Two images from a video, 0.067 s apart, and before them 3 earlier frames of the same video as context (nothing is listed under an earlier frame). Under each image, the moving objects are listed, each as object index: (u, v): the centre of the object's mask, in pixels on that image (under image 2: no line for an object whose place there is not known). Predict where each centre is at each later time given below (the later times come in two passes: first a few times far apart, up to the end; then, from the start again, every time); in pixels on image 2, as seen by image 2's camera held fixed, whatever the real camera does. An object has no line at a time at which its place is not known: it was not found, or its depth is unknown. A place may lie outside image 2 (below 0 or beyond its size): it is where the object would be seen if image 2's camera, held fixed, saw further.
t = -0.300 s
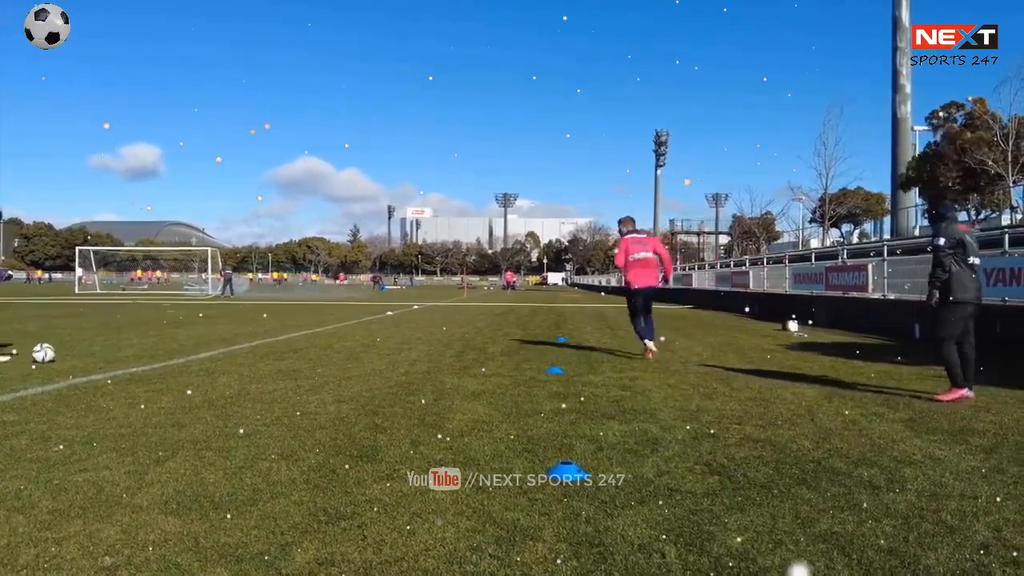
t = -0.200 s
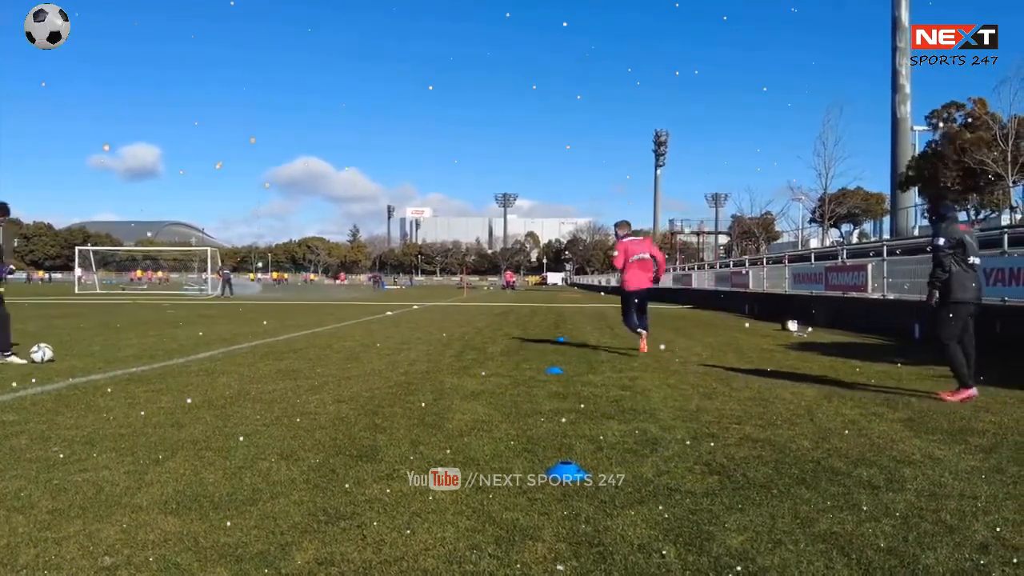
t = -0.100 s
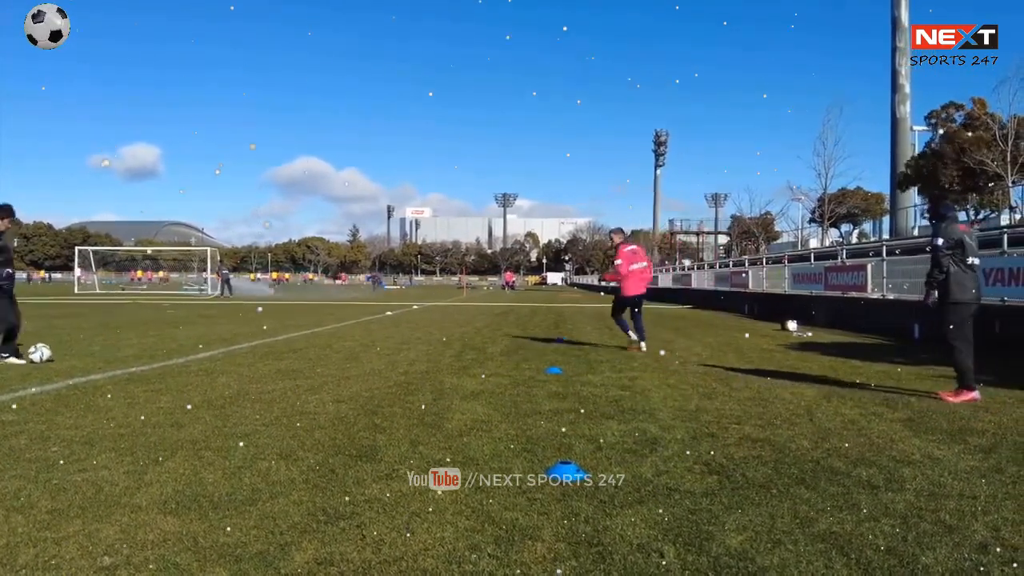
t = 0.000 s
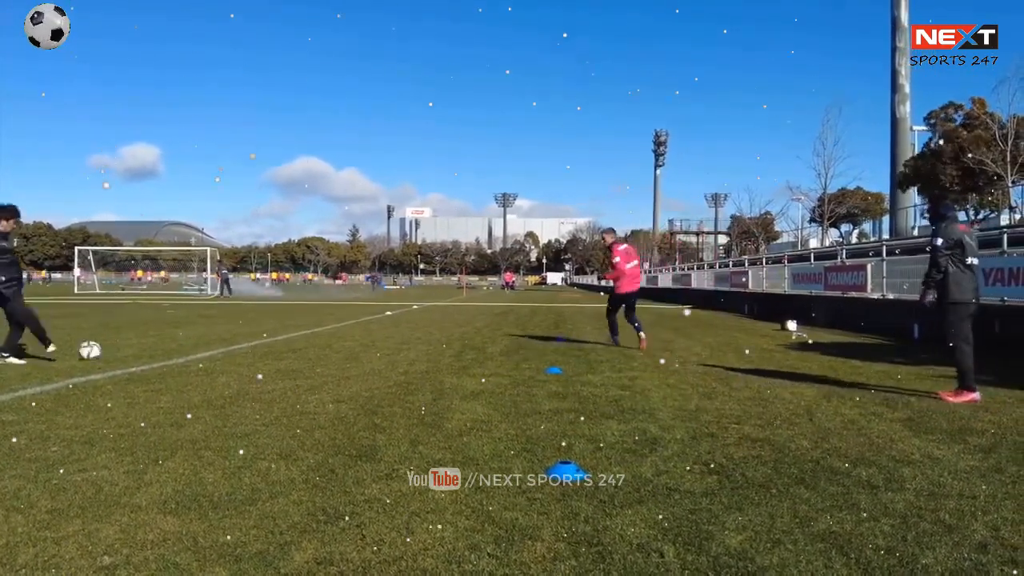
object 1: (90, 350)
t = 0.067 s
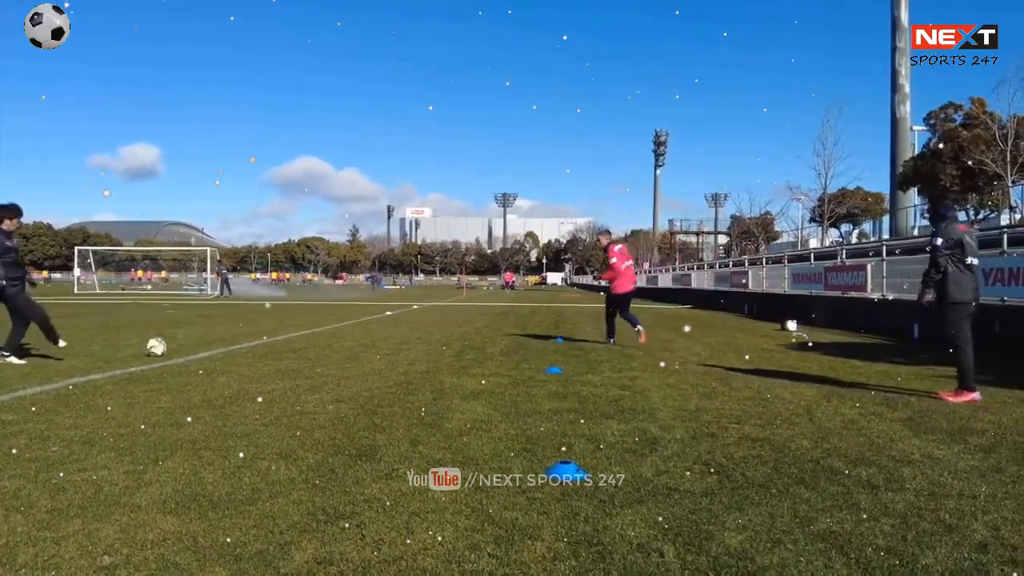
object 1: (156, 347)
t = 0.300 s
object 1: (334, 339)
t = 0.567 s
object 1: (461, 333)
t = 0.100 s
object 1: (187, 346)
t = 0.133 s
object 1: (215, 345)
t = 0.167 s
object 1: (241, 343)
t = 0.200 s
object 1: (267, 342)
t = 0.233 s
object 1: (291, 341)
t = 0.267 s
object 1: (313, 340)
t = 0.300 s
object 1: (334, 339)
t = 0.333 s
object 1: (353, 338)
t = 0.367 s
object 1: (372, 338)
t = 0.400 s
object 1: (389, 337)
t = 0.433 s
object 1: (405, 336)
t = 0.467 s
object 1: (420, 335)
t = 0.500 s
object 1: (435, 335)
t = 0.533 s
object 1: (448, 334)
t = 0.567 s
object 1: (461, 333)
